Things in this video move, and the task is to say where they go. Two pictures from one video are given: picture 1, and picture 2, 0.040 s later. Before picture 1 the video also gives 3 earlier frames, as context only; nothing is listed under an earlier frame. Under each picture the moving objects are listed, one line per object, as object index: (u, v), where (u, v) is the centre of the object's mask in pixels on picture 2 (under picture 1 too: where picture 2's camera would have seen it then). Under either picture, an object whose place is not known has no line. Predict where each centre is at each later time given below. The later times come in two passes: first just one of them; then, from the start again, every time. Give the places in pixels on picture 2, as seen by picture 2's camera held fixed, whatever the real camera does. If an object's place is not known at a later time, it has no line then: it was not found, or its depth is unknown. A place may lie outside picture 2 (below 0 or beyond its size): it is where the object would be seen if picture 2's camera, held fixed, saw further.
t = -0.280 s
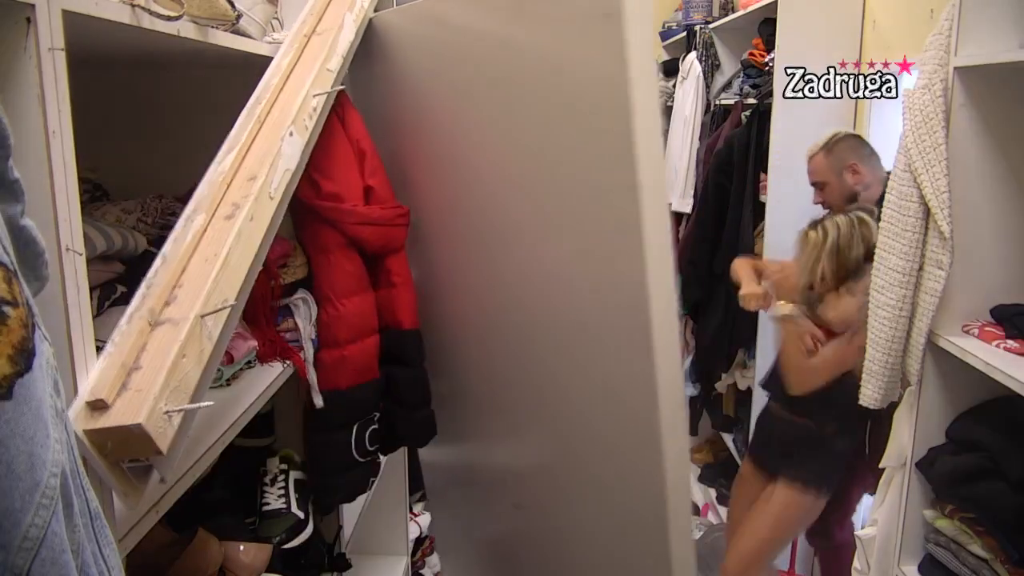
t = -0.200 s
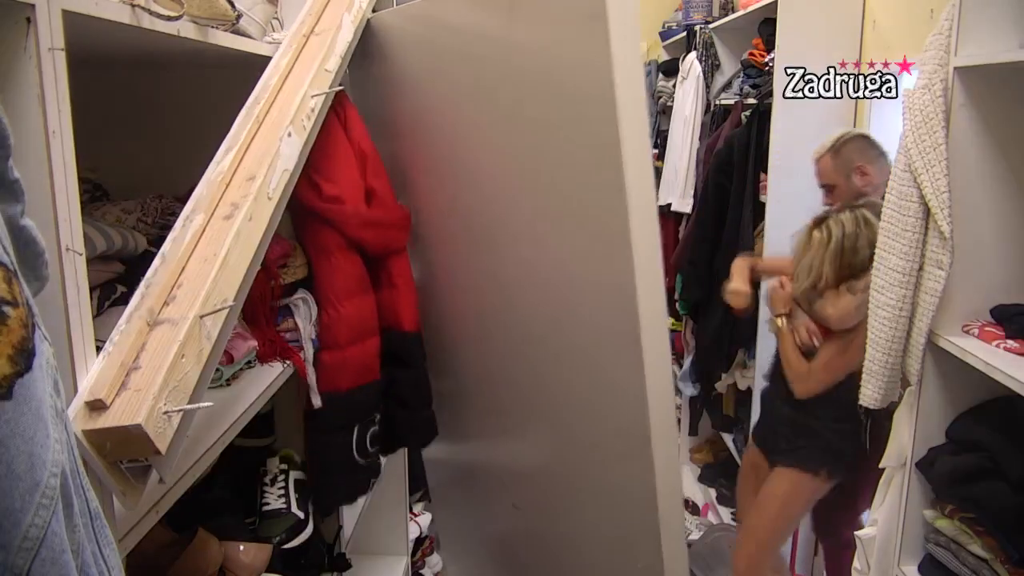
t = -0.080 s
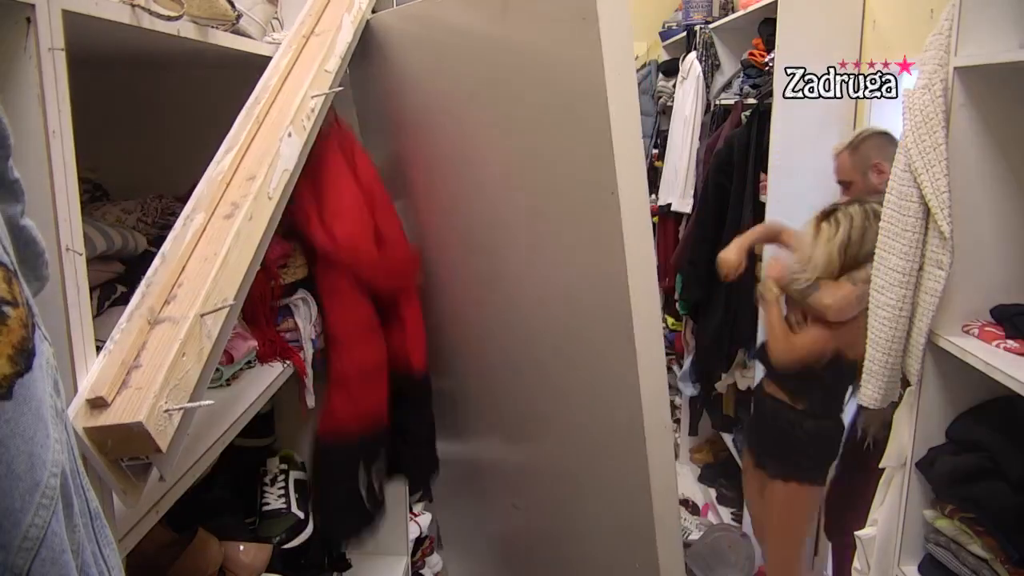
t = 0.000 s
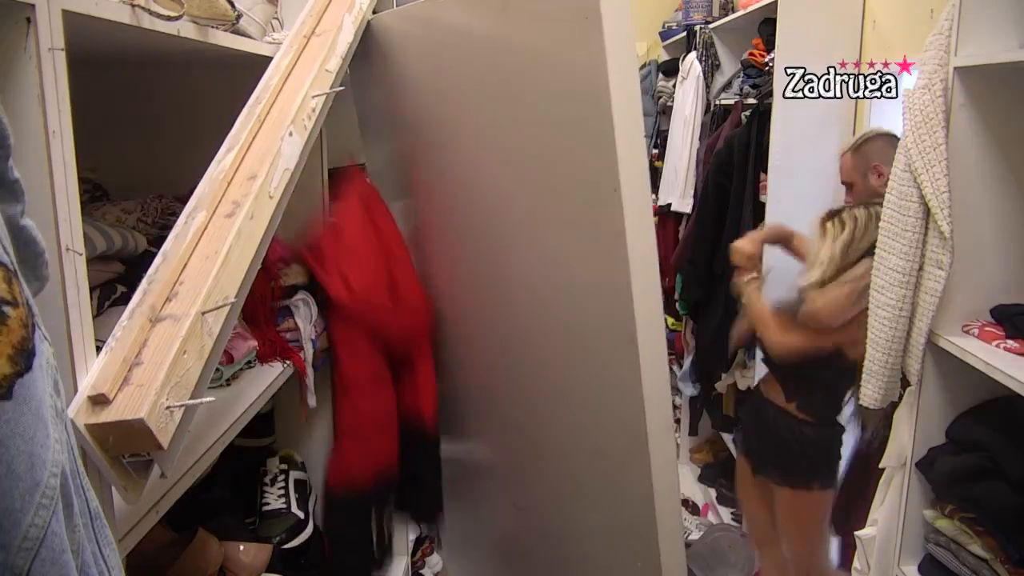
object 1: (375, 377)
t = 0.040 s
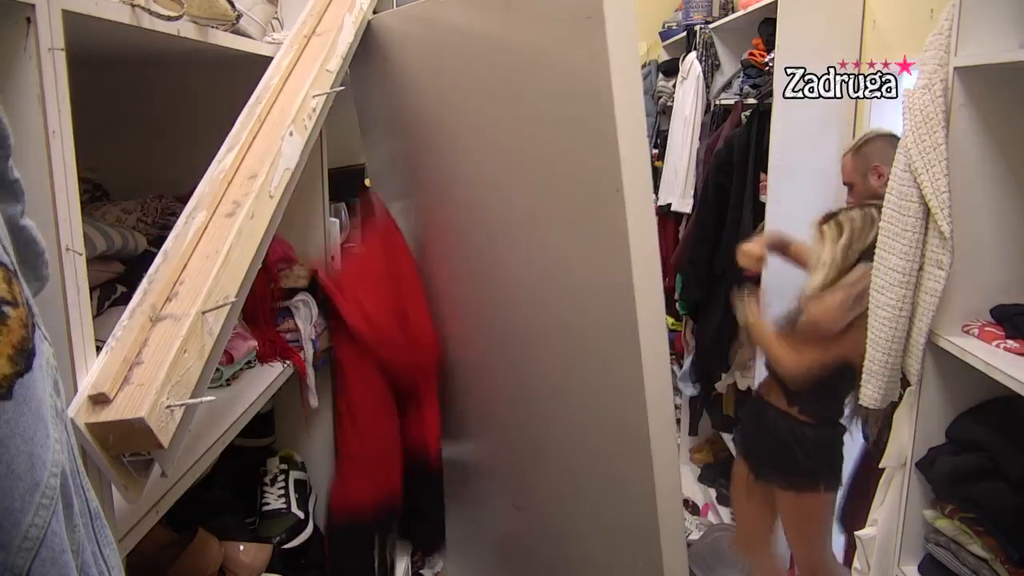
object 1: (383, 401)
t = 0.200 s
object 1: (427, 504)
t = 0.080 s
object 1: (392, 429)
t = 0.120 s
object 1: (401, 448)
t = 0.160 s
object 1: (416, 476)
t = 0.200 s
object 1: (427, 504)
